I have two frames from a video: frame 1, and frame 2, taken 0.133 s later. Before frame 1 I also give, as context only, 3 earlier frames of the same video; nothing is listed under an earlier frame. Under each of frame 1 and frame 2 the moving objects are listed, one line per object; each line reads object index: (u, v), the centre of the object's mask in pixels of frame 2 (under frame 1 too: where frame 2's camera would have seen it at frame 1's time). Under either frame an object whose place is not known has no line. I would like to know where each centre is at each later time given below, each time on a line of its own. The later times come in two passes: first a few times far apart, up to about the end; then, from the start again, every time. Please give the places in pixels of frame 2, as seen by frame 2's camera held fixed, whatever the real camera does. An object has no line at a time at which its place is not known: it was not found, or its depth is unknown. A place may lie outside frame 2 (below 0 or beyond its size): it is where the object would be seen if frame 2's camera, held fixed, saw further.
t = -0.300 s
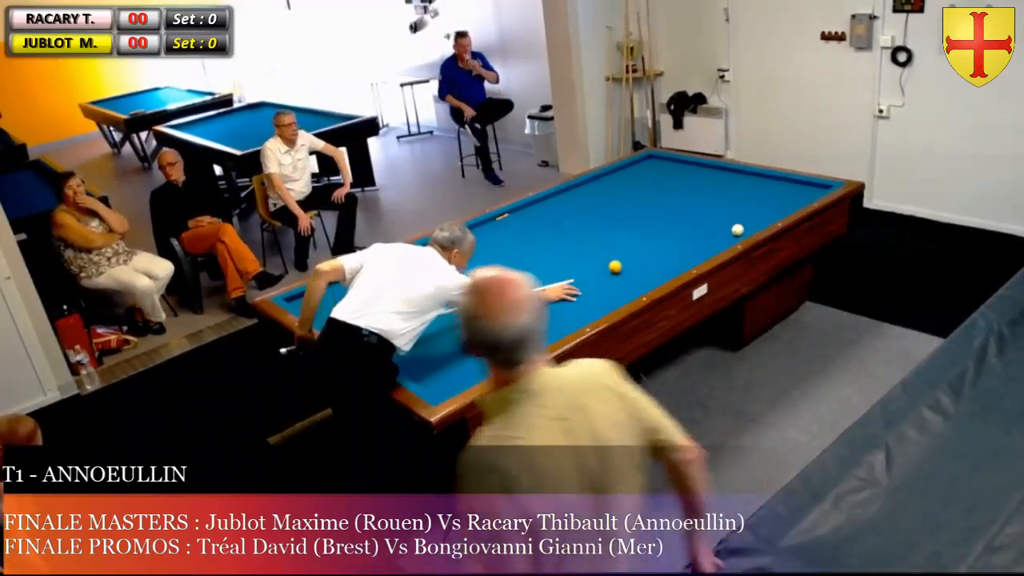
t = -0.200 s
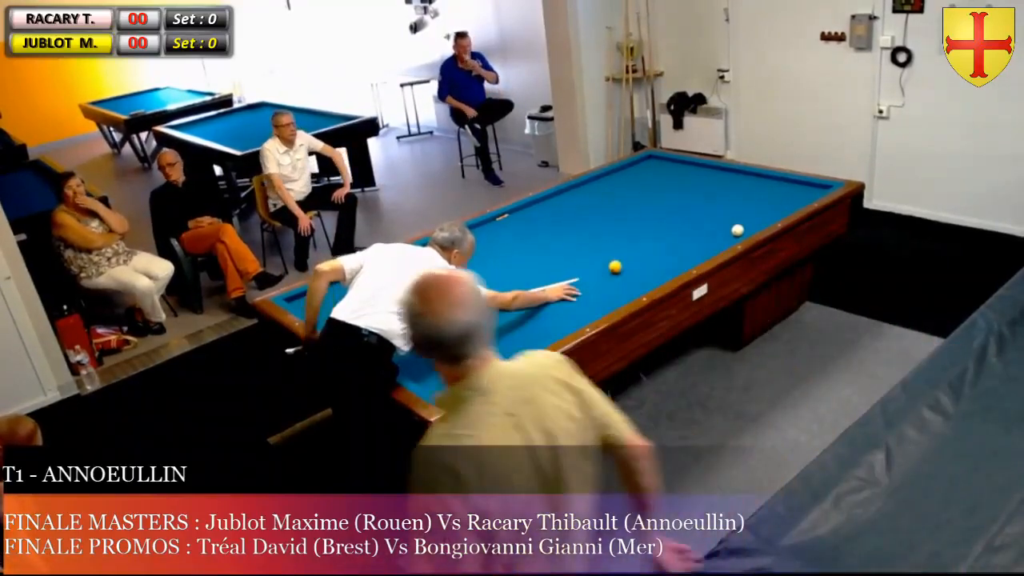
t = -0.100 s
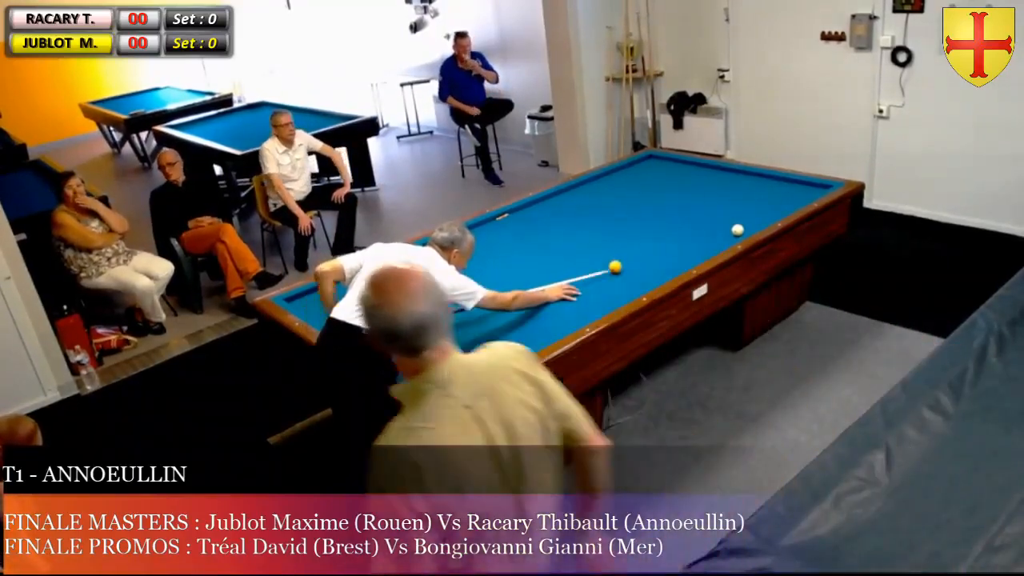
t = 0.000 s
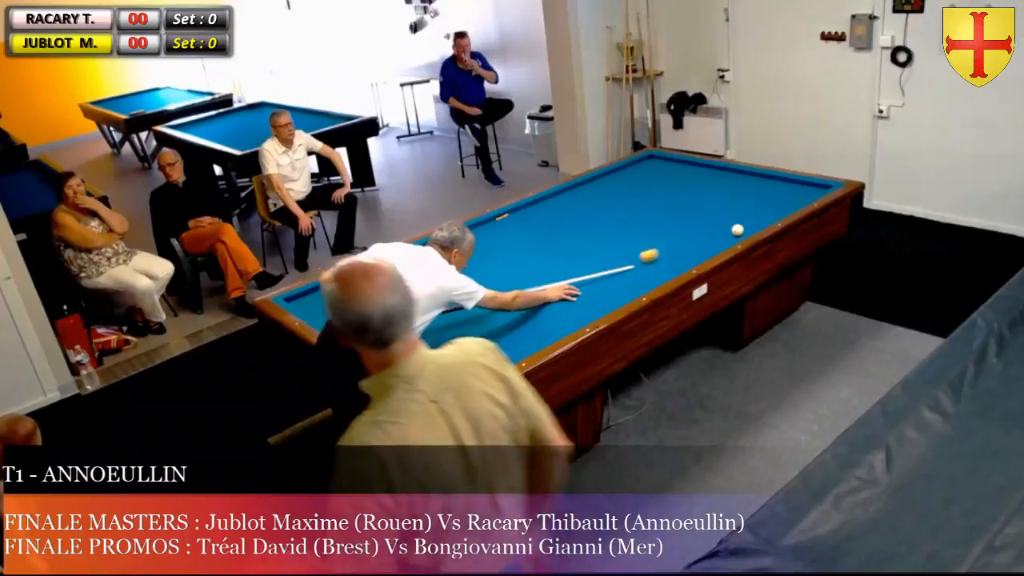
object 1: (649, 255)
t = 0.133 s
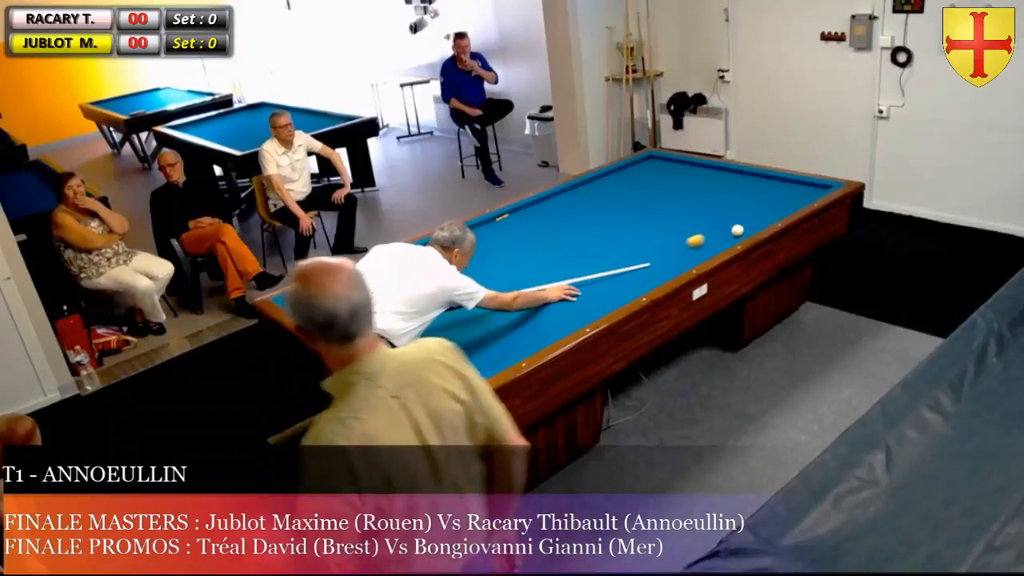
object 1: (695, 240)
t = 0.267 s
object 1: (725, 229)
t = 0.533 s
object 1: (724, 217)
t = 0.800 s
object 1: (724, 206)
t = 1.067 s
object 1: (723, 197)
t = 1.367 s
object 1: (723, 187)
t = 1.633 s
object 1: (722, 178)
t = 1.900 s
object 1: (722, 171)
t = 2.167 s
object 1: (714, 169)
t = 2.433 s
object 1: (704, 171)
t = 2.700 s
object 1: (694, 172)
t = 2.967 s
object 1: (684, 173)
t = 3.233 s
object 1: (675, 175)
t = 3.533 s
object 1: (665, 176)
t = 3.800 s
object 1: (657, 177)
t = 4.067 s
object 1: (649, 178)
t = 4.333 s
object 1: (642, 179)
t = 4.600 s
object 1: (635, 180)
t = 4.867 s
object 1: (628, 181)
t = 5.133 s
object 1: (622, 182)
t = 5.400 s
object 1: (616, 183)
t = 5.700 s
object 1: (610, 184)
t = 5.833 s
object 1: (607, 184)
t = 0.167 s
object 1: (706, 237)
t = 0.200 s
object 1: (715, 234)
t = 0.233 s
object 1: (724, 231)
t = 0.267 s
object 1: (725, 229)
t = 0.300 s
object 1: (725, 227)
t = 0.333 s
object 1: (725, 225)
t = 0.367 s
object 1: (725, 224)
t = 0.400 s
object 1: (725, 222)
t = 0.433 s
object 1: (725, 221)
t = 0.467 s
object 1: (724, 219)
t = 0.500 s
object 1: (724, 218)
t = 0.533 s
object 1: (724, 217)
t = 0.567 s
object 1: (724, 215)
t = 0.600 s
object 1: (724, 214)
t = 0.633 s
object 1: (724, 213)
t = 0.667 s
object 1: (724, 211)
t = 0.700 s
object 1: (724, 210)
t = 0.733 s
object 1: (724, 209)
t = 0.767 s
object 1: (724, 208)
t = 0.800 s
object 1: (724, 206)
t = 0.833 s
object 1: (724, 205)
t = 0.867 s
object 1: (724, 204)
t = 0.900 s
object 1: (723, 203)
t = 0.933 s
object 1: (723, 201)
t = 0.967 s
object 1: (723, 200)
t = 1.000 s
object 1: (723, 199)
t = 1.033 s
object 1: (723, 198)
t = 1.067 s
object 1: (723, 197)
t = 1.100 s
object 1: (723, 196)
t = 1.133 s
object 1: (723, 195)
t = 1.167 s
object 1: (723, 193)
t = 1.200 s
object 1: (723, 192)
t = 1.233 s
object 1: (723, 191)
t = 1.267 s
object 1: (723, 190)
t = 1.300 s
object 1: (723, 189)
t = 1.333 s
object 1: (723, 188)
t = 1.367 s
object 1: (723, 187)
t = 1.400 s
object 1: (723, 186)
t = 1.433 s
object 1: (723, 185)
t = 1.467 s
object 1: (723, 184)
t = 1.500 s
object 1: (723, 183)
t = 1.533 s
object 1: (722, 181)
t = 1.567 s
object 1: (722, 180)
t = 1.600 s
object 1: (722, 179)
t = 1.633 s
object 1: (722, 178)
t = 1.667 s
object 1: (722, 178)
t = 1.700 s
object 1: (722, 177)
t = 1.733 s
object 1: (722, 176)
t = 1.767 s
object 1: (722, 175)
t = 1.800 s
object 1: (722, 174)
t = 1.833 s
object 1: (722, 173)
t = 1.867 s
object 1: (722, 172)
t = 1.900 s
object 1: (722, 171)
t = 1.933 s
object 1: (722, 170)
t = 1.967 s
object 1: (722, 169)
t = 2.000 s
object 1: (721, 168)
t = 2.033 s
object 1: (720, 168)
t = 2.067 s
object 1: (719, 169)
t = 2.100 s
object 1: (717, 169)
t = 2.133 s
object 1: (716, 169)
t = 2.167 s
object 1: (714, 169)
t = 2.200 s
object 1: (713, 170)
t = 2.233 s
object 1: (712, 170)
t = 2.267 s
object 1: (711, 170)
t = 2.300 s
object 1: (709, 170)
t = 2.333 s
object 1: (708, 170)
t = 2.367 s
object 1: (707, 171)
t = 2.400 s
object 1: (705, 171)
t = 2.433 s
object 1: (704, 171)
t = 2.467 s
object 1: (703, 171)
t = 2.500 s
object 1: (702, 171)
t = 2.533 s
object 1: (700, 171)
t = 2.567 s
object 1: (699, 171)
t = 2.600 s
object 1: (698, 171)
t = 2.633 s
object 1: (696, 172)
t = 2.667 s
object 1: (695, 172)
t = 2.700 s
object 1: (694, 172)
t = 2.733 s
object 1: (693, 172)
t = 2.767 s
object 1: (692, 172)
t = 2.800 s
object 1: (690, 173)
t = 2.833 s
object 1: (689, 173)
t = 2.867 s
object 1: (688, 173)
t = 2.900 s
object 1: (687, 173)
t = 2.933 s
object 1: (686, 173)
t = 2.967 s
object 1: (684, 173)
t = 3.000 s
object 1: (683, 174)
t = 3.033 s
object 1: (682, 174)
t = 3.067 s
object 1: (681, 174)
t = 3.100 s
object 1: (680, 174)
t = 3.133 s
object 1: (679, 174)
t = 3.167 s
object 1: (677, 175)
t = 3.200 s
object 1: (676, 175)
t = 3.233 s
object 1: (675, 175)
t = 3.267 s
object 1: (674, 175)
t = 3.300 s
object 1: (673, 175)
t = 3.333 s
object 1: (672, 175)
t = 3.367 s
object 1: (671, 175)
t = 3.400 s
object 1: (670, 176)
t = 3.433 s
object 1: (669, 176)
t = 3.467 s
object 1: (668, 176)
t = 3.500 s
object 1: (666, 176)
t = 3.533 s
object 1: (665, 176)
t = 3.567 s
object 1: (664, 176)
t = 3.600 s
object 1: (663, 177)
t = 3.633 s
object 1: (662, 177)
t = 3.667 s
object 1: (661, 177)
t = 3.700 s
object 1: (660, 177)
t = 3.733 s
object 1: (659, 177)
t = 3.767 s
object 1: (658, 177)
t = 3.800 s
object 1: (657, 177)
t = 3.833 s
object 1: (656, 177)
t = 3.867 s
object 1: (655, 178)
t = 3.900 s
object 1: (654, 178)
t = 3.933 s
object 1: (653, 178)
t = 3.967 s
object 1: (652, 178)
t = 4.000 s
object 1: (651, 178)
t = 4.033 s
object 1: (650, 178)
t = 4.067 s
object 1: (649, 178)
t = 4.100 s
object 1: (648, 178)
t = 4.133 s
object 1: (647, 179)
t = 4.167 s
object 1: (647, 179)
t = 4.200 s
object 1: (646, 179)
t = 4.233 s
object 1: (645, 179)
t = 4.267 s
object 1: (644, 179)
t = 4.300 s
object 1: (643, 179)
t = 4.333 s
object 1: (642, 179)
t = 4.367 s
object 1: (641, 179)
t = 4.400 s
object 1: (640, 180)
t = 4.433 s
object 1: (639, 180)
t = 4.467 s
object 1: (638, 180)
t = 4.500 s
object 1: (637, 180)
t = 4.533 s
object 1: (637, 180)
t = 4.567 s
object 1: (636, 180)
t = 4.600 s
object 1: (635, 180)
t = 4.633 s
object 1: (634, 181)
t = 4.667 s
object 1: (633, 181)
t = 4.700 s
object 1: (632, 181)
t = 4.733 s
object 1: (631, 181)
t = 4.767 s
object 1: (631, 181)
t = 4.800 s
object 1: (630, 181)
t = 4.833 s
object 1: (629, 181)
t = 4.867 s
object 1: (628, 181)
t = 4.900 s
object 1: (627, 182)
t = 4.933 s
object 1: (626, 182)
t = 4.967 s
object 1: (626, 182)
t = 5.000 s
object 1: (625, 182)
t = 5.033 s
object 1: (624, 182)
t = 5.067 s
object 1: (623, 182)
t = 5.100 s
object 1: (623, 182)
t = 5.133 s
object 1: (622, 182)
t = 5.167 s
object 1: (621, 182)
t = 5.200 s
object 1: (620, 183)
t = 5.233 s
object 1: (619, 183)
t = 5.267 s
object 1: (619, 183)
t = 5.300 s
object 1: (618, 183)
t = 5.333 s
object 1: (617, 183)
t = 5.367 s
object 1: (616, 183)
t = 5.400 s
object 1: (616, 183)
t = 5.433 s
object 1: (615, 183)
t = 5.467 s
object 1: (614, 183)
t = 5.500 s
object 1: (614, 184)
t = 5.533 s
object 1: (613, 184)
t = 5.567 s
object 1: (612, 184)
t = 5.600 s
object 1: (612, 184)
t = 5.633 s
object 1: (611, 184)
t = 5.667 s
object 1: (610, 184)
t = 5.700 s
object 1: (610, 184)
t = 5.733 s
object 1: (609, 184)
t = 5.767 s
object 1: (608, 184)
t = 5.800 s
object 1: (608, 184)
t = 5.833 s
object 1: (607, 184)
